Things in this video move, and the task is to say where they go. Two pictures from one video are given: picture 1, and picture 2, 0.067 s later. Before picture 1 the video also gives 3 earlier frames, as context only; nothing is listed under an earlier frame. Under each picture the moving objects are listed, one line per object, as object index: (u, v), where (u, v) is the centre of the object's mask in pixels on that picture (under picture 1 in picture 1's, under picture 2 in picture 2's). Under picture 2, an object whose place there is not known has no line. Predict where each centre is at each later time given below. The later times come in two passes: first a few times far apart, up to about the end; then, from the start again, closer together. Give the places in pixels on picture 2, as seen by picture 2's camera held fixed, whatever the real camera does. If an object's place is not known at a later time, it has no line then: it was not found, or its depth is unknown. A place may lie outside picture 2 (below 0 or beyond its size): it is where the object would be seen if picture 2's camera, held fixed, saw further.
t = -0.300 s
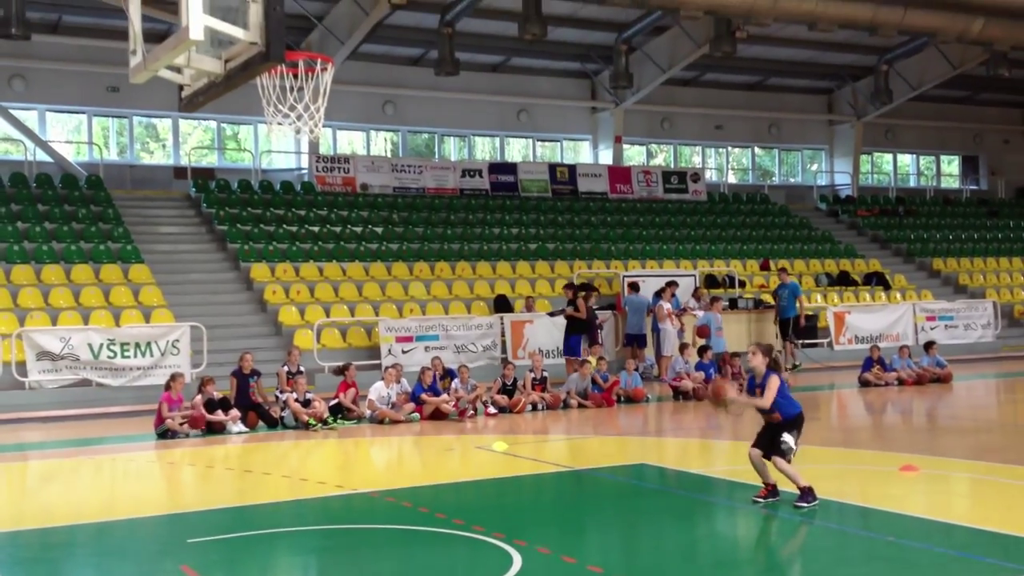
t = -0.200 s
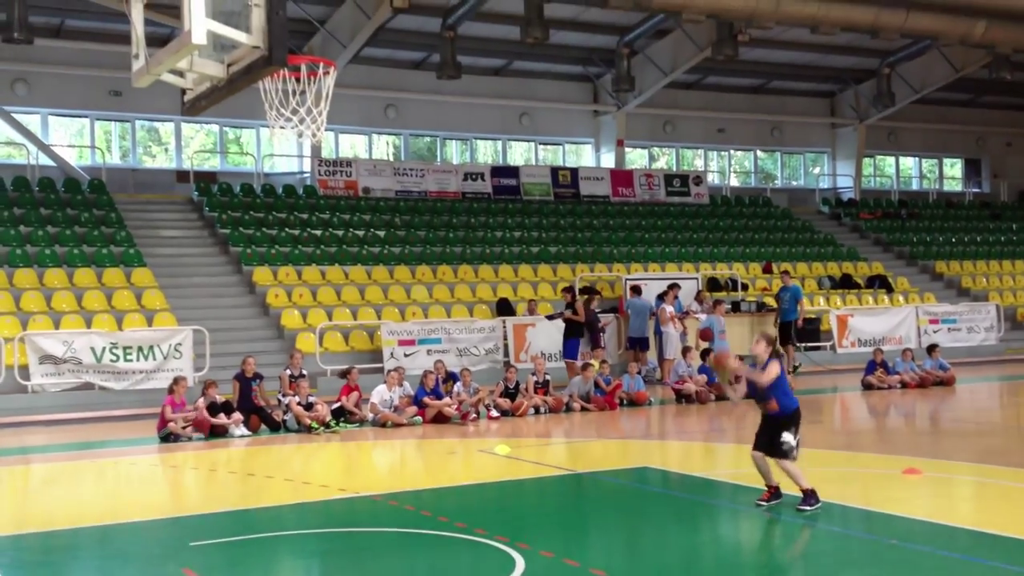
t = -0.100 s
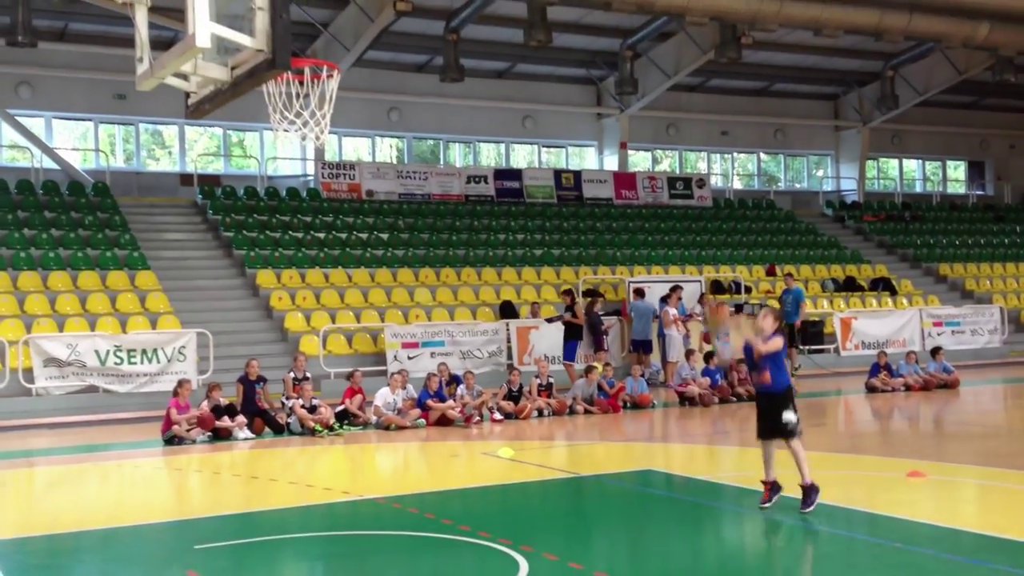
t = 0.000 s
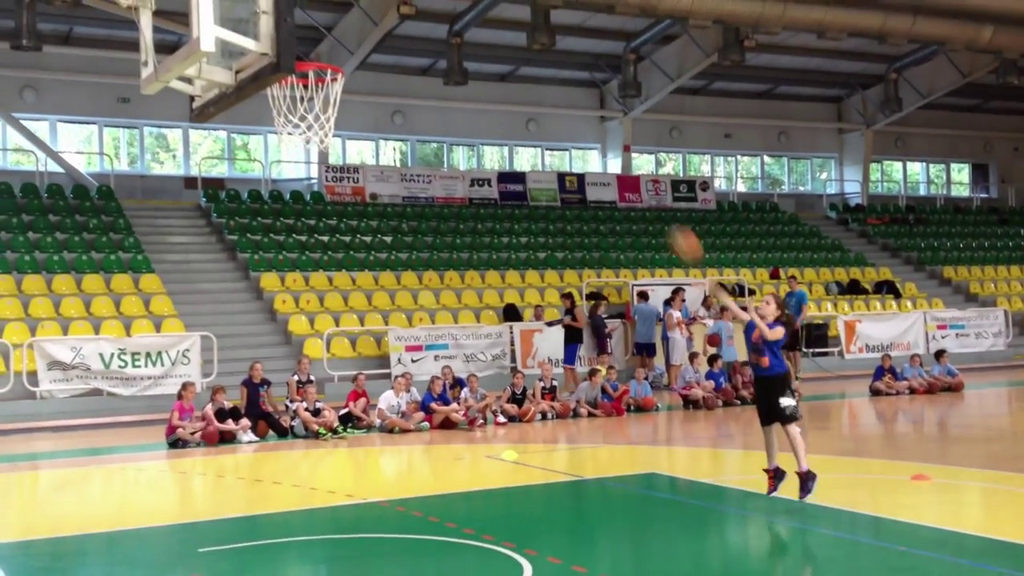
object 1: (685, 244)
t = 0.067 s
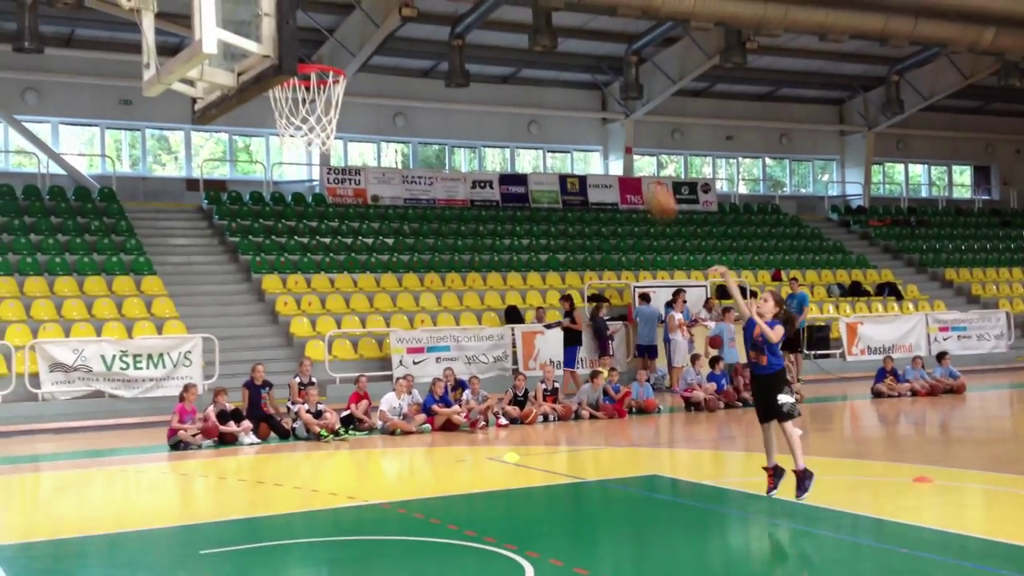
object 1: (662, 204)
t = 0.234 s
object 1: (590, 102)
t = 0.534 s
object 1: (453, 9)
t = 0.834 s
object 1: (307, 43)
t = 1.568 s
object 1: (313, 82)
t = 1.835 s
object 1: (325, 108)
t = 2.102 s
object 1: (313, 155)
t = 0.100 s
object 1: (647, 180)
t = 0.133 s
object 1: (631, 157)
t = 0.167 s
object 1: (617, 138)
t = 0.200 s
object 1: (603, 119)
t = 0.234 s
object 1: (590, 102)
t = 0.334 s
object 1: (545, 58)
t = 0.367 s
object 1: (531, 48)
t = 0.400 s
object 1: (516, 36)
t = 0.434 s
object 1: (500, 28)
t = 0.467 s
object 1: (485, 20)
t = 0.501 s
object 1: (469, 14)
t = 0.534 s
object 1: (453, 9)
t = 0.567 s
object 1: (436, 8)
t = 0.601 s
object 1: (418, 5)
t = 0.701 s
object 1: (367, 11)
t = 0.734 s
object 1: (350, 16)
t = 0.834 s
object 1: (307, 43)
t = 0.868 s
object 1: (301, 46)
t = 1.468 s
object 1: (306, 51)
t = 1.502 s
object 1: (306, 60)
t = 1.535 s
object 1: (303, 70)
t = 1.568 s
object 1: (313, 82)
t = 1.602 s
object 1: (313, 87)
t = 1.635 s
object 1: (318, 96)
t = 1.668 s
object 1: (324, 101)
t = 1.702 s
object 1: (324, 103)
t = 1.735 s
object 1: (325, 104)
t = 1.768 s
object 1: (326, 103)
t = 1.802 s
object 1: (325, 105)
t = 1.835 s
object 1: (325, 108)
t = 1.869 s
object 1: (323, 109)
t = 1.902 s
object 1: (320, 112)
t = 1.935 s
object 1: (316, 117)
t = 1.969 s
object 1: (317, 132)
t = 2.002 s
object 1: (316, 137)
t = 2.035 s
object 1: (313, 142)
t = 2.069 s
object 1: (314, 148)
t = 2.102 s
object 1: (313, 155)
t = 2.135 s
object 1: (311, 169)
